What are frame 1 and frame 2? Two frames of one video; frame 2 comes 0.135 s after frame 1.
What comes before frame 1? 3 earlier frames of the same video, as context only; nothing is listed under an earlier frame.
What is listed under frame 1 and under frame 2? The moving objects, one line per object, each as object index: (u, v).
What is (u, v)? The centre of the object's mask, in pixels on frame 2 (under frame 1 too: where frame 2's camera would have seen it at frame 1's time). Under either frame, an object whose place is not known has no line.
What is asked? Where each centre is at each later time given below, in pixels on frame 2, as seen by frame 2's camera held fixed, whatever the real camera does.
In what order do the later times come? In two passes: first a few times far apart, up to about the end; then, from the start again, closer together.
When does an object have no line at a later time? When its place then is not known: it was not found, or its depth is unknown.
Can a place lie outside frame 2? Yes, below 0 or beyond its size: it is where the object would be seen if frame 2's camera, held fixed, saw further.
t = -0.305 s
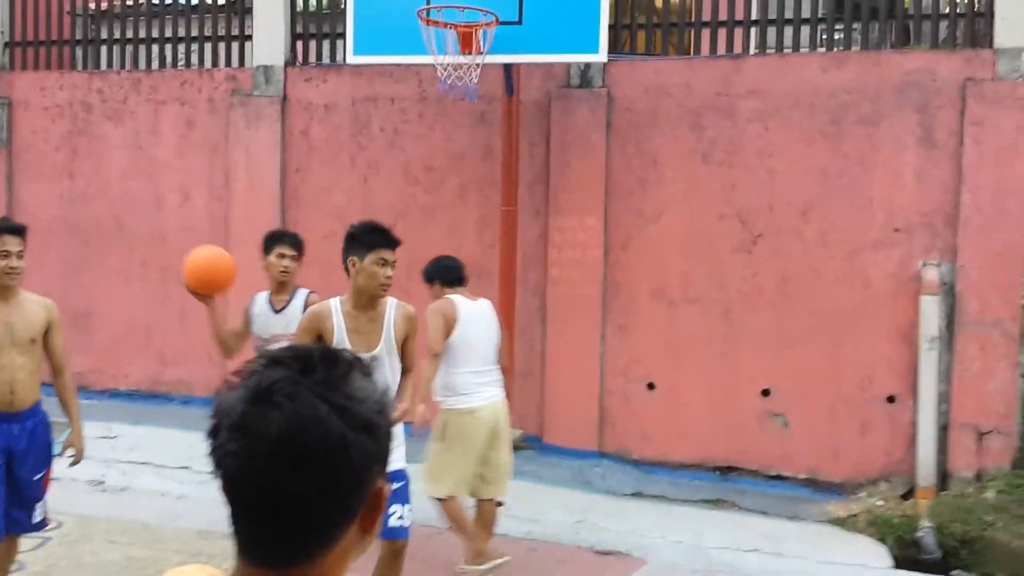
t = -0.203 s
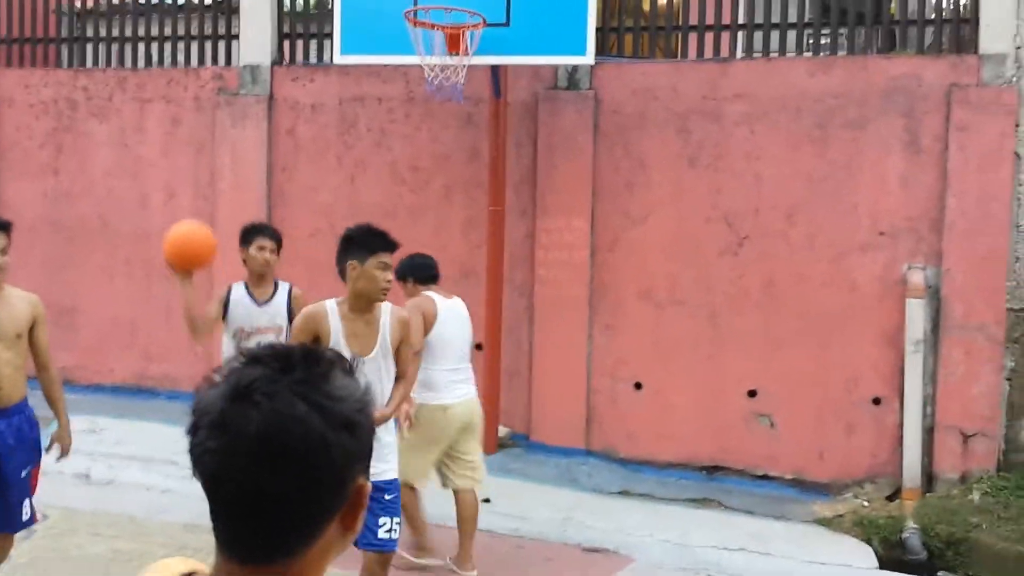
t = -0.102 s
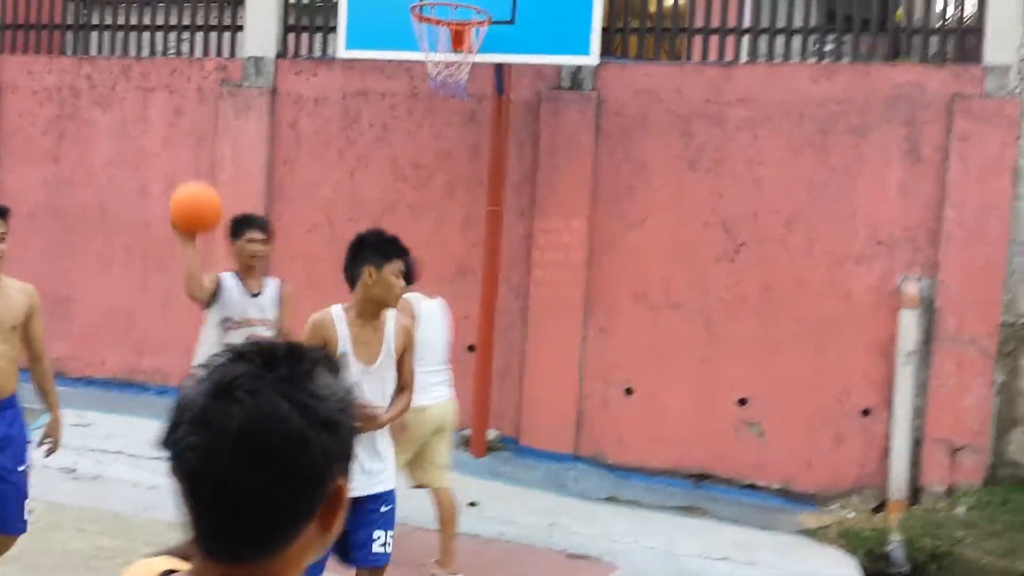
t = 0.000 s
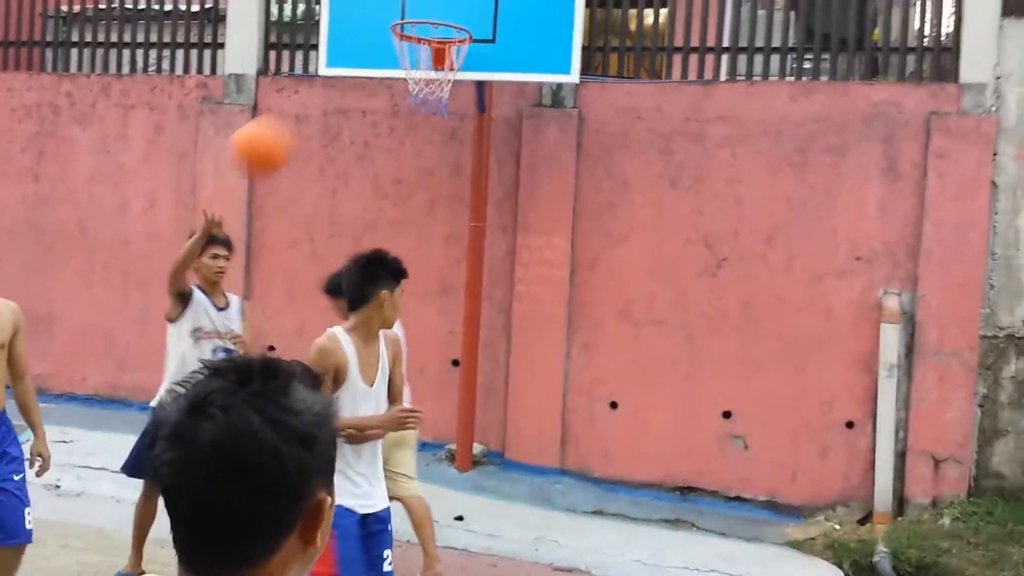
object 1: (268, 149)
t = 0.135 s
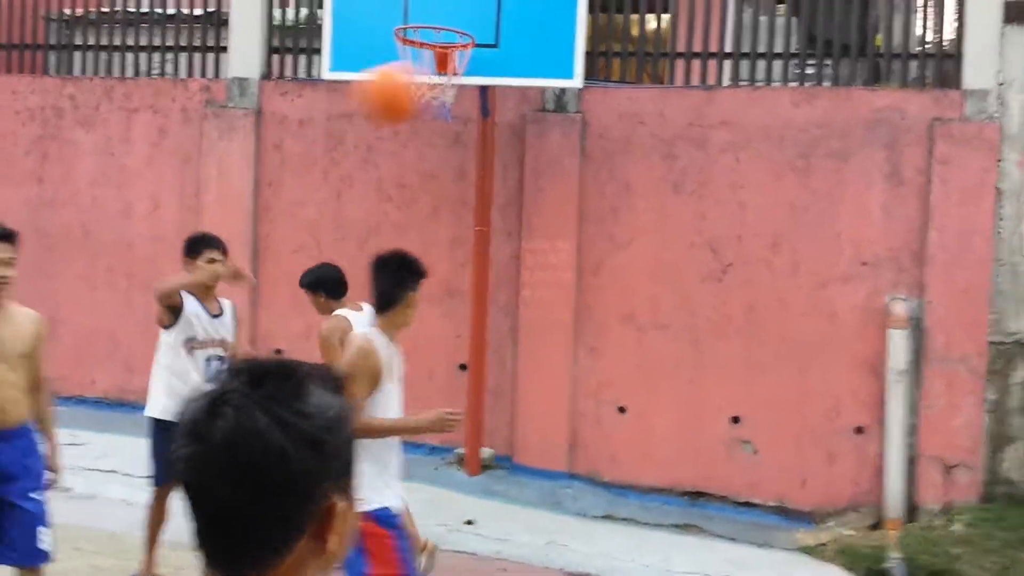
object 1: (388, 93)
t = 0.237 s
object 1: (506, 67)
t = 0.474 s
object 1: (818, 123)
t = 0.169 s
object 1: (425, 80)
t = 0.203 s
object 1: (467, 71)
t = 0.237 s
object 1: (506, 67)
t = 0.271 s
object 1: (539, 66)
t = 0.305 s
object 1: (581, 65)
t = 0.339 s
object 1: (627, 70)
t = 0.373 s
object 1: (671, 78)
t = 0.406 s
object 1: (717, 88)
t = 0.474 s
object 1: (818, 123)
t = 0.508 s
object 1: (869, 150)
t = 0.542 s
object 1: (927, 178)
